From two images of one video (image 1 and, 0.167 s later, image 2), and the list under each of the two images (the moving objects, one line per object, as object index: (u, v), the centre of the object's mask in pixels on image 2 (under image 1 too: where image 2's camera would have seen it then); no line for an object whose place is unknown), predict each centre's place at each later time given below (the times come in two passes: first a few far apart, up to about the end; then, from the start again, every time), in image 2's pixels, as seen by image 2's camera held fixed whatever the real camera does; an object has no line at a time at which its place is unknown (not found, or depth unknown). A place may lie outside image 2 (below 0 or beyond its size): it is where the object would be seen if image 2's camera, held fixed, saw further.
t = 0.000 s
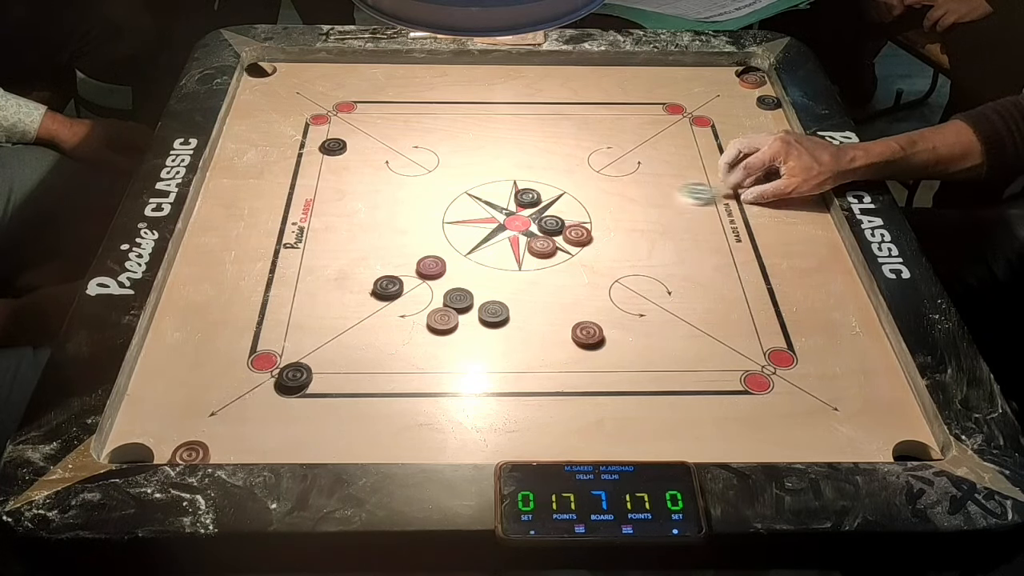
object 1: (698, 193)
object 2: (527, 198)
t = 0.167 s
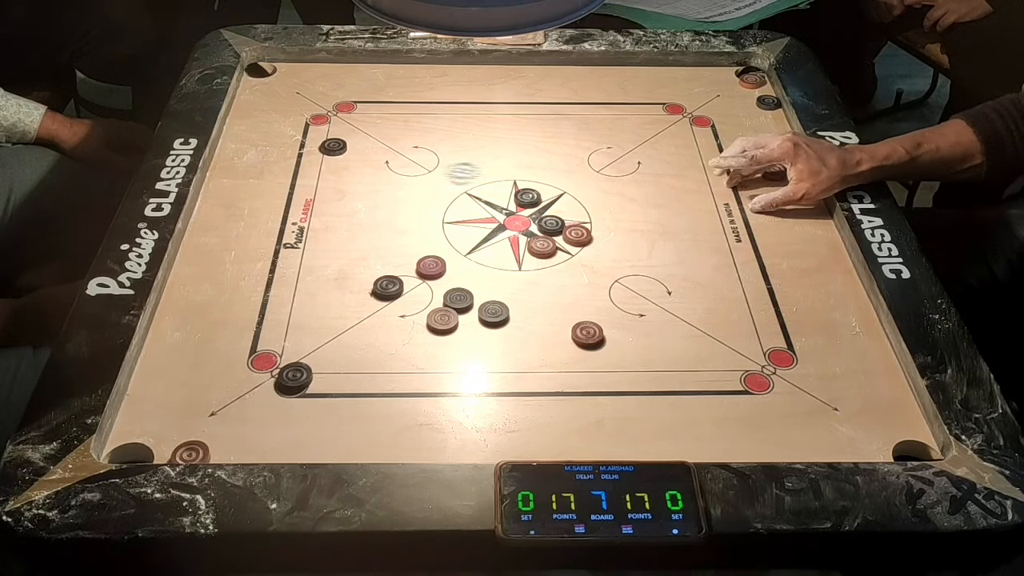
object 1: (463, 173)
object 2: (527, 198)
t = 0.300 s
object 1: (302, 164)
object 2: (527, 198)
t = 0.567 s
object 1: (364, 177)
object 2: (527, 198)
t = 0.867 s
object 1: (516, 185)
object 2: (548, 205)
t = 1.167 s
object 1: (547, 182)
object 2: (606, 217)
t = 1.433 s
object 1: (547, 182)
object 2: (606, 217)
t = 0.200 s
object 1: (419, 169)
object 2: (527, 198)
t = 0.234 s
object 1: (378, 166)
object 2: (527, 198)
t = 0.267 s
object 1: (338, 162)
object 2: (527, 198)
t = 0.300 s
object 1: (302, 164)
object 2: (527, 198)
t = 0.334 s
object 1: (268, 165)
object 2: (527, 198)
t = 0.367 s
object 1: (236, 166)
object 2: (527, 198)
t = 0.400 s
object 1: (243, 168)
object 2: (527, 198)
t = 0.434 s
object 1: (268, 170)
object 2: (527, 198)
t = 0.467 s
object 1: (294, 172)
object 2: (527, 198)
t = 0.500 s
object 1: (318, 173)
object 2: (527, 198)
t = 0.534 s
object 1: (341, 175)
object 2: (527, 198)
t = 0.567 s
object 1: (364, 177)
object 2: (527, 198)
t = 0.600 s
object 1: (385, 178)
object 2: (527, 198)
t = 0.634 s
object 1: (406, 179)
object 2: (527, 198)
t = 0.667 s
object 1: (426, 181)
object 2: (527, 198)
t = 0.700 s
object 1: (445, 182)
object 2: (527, 198)
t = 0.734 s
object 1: (463, 184)
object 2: (527, 198)
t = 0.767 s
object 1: (479, 185)
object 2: (527, 198)
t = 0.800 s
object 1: (495, 186)
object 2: (527, 198)
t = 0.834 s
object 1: (508, 186)
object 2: (534, 200)
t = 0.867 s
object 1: (516, 185)
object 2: (548, 205)
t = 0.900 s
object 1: (523, 184)
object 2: (560, 209)
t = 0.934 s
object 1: (529, 184)
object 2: (570, 211)
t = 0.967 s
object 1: (534, 183)
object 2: (579, 213)
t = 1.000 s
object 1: (539, 183)
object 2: (587, 214)
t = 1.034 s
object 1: (542, 182)
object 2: (593, 215)
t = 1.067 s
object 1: (545, 182)
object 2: (598, 216)
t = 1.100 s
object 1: (546, 182)
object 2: (602, 216)
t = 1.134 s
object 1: (547, 182)
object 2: (605, 216)
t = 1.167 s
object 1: (547, 182)
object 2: (606, 217)
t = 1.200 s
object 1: (547, 182)
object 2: (606, 217)
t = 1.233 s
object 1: (547, 182)
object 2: (606, 217)
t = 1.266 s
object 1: (547, 182)
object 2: (606, 217)
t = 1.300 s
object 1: (547, 182)
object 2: (606, 217)
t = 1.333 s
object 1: (547, 182)
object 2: (606, 217)
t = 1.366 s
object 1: (547, 182)
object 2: (606, 217)
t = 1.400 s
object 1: (547, 182)
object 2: (606, 217)
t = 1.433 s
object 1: (547, 182)
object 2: (606, 217)
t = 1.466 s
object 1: (547, 182)
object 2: (606, 217)
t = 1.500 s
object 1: (547, 182)
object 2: (606, 217)
